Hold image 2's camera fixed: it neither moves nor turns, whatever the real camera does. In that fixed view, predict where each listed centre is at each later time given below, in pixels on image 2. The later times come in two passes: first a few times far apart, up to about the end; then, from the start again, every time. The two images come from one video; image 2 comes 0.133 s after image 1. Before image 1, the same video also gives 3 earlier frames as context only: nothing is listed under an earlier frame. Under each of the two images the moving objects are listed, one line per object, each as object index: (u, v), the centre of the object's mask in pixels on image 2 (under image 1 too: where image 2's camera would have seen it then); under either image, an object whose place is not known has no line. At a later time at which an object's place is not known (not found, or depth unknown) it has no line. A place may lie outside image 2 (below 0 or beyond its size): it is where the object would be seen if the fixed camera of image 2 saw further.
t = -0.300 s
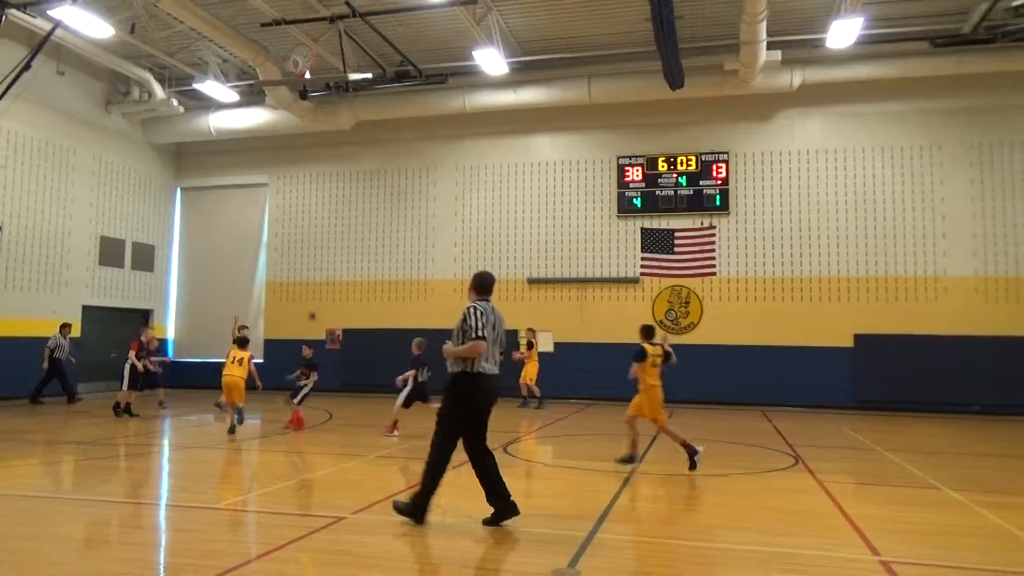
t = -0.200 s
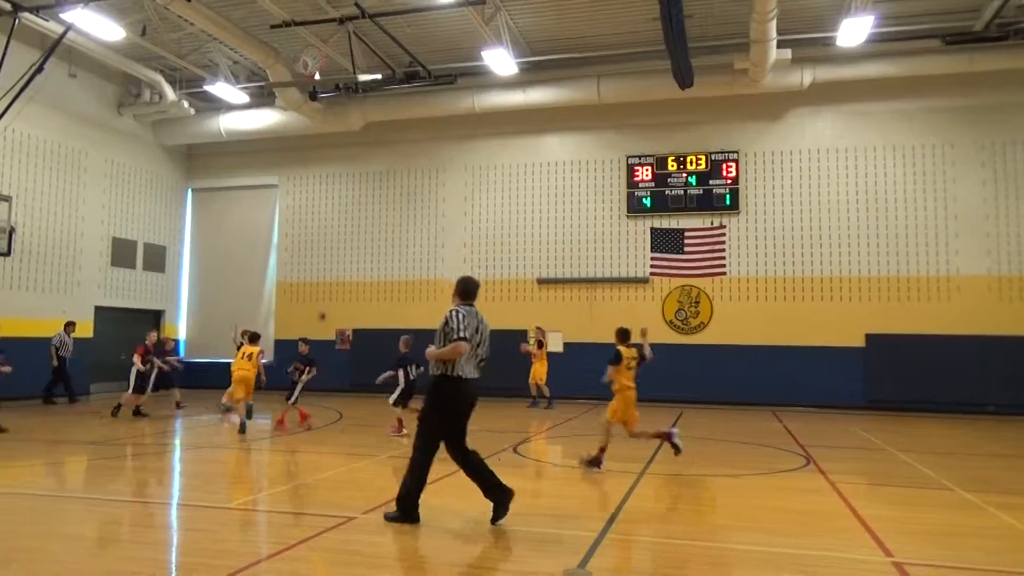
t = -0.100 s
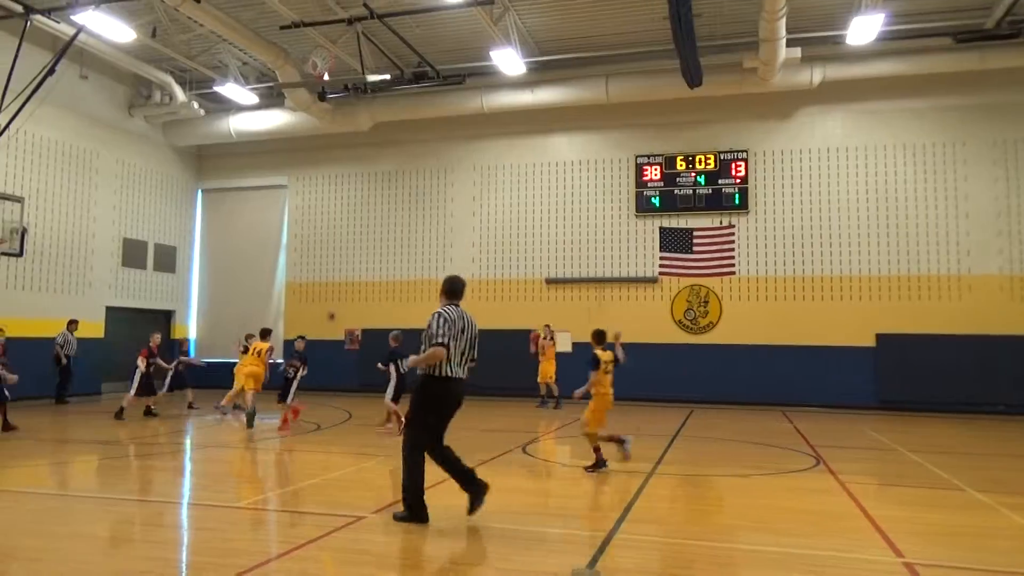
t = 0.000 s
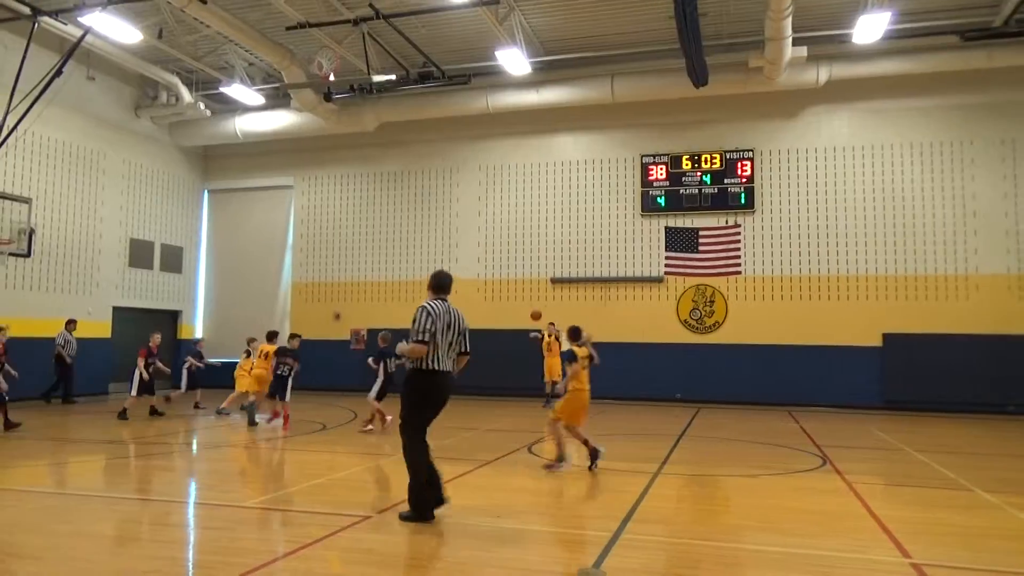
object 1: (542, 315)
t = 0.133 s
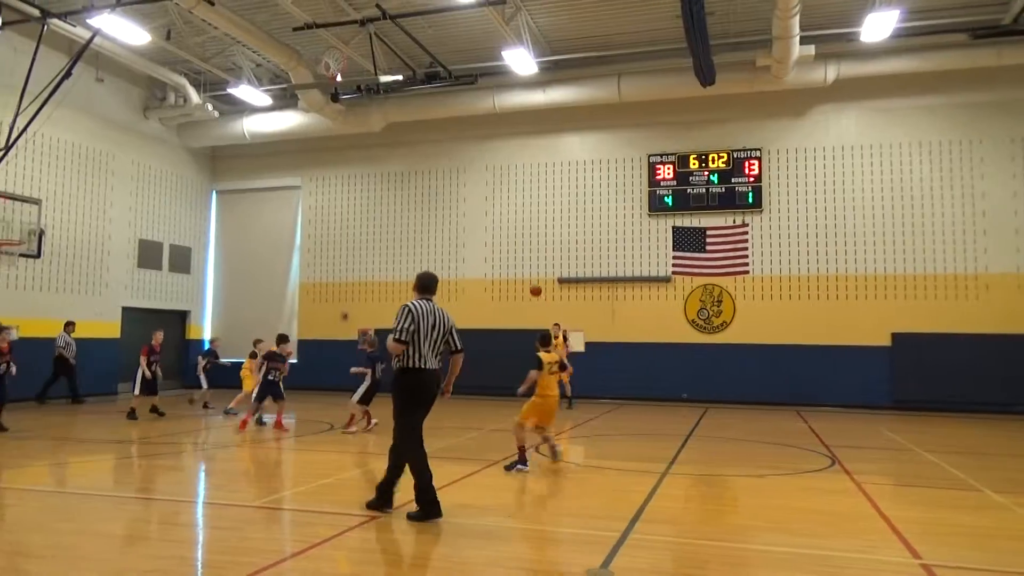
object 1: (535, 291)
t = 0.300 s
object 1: (525, 269)
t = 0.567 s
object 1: (505, 262)
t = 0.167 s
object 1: (534, 285)
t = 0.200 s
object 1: (532, 281)
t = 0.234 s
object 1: (529, 276)
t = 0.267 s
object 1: (528, 272)
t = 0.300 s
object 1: (525, 269)
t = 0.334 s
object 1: (523, 266)
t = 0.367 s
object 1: (521, 263)
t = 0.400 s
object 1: (518, 262)
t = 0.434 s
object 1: (516, 261)
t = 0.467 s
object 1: (513, 260)
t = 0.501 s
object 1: (511, 260)
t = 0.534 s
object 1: (508, 261)
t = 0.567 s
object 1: (505, 262)
